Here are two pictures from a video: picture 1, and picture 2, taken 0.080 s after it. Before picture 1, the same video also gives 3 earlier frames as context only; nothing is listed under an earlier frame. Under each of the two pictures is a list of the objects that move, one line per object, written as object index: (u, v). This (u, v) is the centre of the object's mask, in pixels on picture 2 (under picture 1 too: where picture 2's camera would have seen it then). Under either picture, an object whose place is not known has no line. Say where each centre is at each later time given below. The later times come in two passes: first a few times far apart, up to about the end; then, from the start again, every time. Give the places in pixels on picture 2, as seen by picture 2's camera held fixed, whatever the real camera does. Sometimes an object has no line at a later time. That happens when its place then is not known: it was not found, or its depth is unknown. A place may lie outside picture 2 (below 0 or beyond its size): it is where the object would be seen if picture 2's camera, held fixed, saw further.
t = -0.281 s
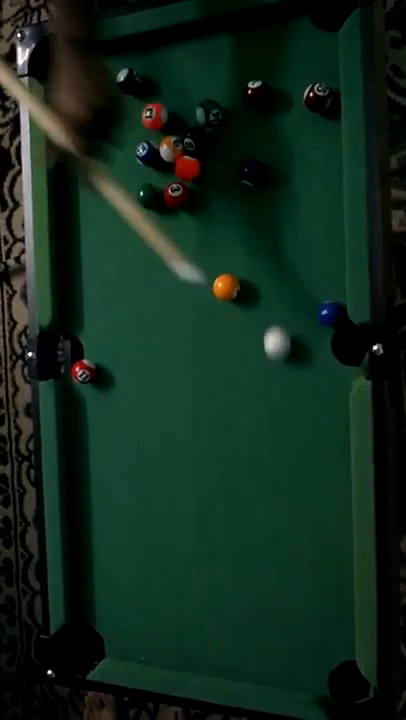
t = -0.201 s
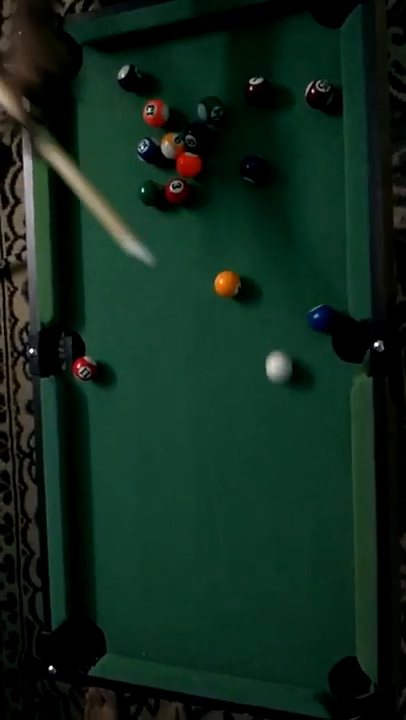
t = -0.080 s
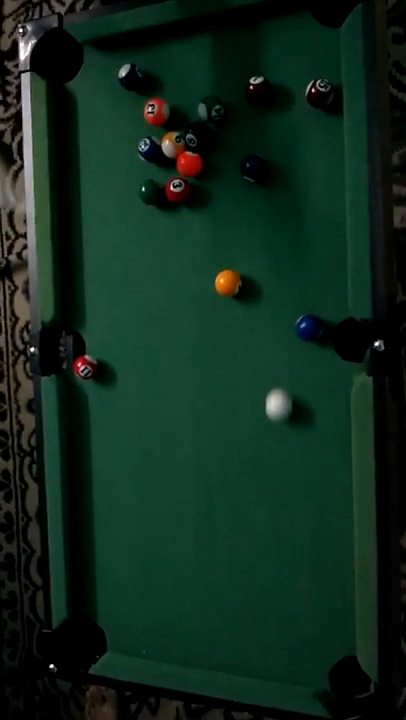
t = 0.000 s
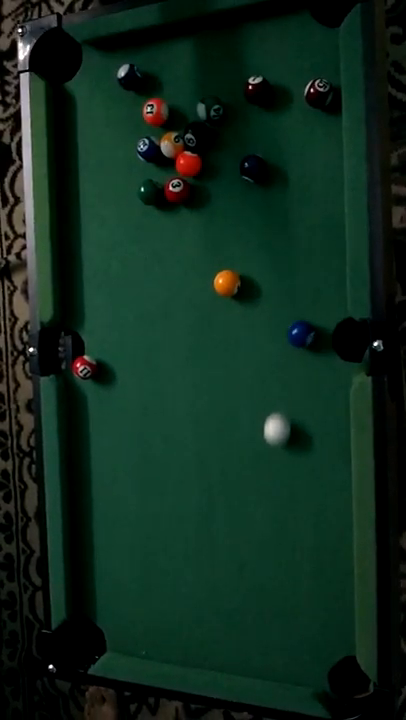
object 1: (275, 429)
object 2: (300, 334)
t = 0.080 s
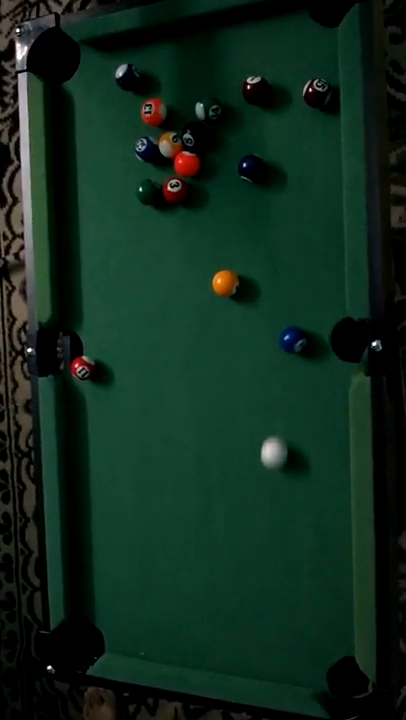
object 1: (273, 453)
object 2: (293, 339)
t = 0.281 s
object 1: (267, 505)
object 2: (279, 353)
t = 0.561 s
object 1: (255, 565)
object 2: (265, 368)
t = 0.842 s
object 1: (240, 611)
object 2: (258, 377)
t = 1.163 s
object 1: (221, 645)
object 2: (257, 378)
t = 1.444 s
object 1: (206, 656)
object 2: (257, 378)
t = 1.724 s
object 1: (203, 656)
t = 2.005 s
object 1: (204, 656)
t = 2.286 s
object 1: (204, 657)
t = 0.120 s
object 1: (273, 464)
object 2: (290, 342)
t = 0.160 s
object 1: (272, 474)
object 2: (287, 345)
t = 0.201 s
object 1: (270, 485)
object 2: (284, 348)
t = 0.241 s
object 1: (269, 495)
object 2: (281, 350)
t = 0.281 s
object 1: (267, 505)
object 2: (279, 353)
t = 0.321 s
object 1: (266, 515)
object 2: (276, 355)
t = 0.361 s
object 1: (264, 524)
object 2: (273, 357)
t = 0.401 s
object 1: (263, 533)
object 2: (271, 359)
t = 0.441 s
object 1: (261, 541)
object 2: (268, 362)
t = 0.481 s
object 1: (259, 550)
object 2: (267, 364)
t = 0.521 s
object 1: (256, 558)
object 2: (265, 366)
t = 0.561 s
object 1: (255, 565)
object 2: (265, 368)
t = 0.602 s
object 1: (252, 573)
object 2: (264, 369)
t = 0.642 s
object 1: (250, 580)
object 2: (262, 371)
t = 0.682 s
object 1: (248, 587)
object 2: (261, 373)
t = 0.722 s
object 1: (246, 593)
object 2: (260, 374)
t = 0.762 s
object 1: (244, 599)
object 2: (259, 375)
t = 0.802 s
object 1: (242, 605)
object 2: (259, 376)
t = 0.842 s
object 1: (240, 611)
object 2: (258, 377)
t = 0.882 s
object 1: (238, 616)
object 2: (257, 378)
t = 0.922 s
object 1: (235, 621)
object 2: (256, 378)
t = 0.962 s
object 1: (233, 625)
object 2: (256, 378)
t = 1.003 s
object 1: (231, 630)
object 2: (257, 378)
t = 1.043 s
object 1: (229, 634)
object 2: (257, 378)
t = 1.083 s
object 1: (226, 638)
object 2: (257, 378)
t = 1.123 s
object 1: (223, 642)
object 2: (257, 378)
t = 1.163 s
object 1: (221, 645)
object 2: (257, 378)
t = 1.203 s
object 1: (218, 649)
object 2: (257, 378)
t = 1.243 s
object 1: (216, 652)
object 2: (257, 378)
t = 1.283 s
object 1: (213, 655)
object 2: (257, 378)
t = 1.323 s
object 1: (211, 658)
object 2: (257, 378)
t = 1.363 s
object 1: (209, 659)
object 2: (257, 378)
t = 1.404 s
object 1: (207, 657)
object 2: (257, 378)
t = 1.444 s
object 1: (206, 656)
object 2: (257, 378)
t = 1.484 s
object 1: (205, 656)
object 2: (257, 378)
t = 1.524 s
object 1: (204, 655)
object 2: (257, 378)
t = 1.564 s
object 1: (204, 655)
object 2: (257, 378)
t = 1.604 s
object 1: (204, 656)
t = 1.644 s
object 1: (203, 656)
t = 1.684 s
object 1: (203, 656)
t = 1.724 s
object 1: (203, 656)
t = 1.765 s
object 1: (203, 656)
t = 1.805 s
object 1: (204, 656)
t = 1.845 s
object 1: (203, 656)
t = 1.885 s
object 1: (203, 656)
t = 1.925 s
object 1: (203, 656)
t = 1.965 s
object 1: (203, 656)
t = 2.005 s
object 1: (204, 656)
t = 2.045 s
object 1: (203, 656)
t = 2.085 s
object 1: (203, 656)
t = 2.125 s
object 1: (203, 657)
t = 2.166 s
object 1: (203, 656)
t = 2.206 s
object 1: (203, 656)
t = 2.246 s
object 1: (203, 656)
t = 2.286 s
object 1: (204, 657)
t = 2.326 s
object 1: (203, 656)
